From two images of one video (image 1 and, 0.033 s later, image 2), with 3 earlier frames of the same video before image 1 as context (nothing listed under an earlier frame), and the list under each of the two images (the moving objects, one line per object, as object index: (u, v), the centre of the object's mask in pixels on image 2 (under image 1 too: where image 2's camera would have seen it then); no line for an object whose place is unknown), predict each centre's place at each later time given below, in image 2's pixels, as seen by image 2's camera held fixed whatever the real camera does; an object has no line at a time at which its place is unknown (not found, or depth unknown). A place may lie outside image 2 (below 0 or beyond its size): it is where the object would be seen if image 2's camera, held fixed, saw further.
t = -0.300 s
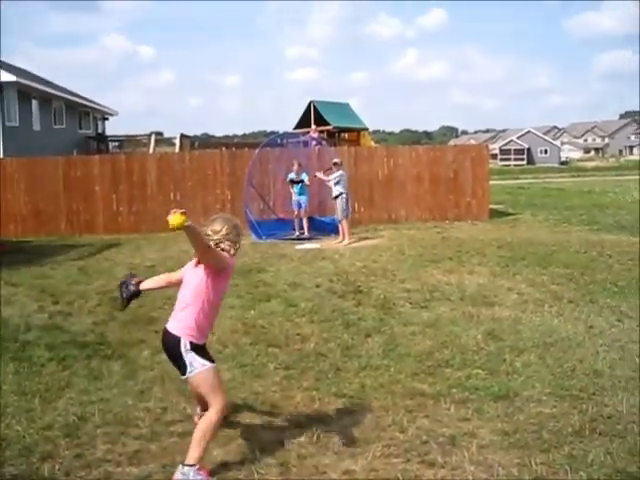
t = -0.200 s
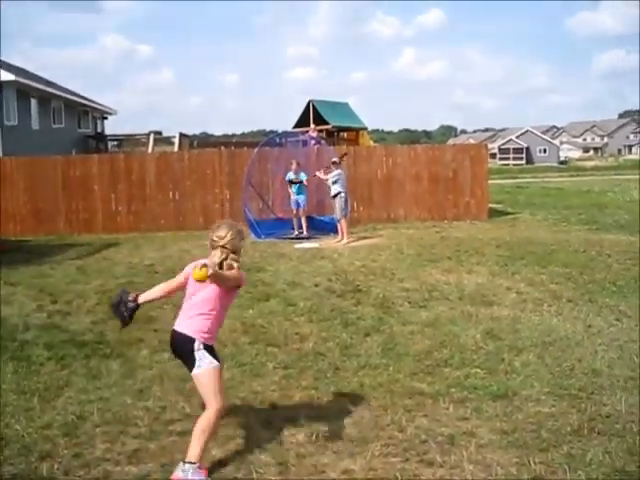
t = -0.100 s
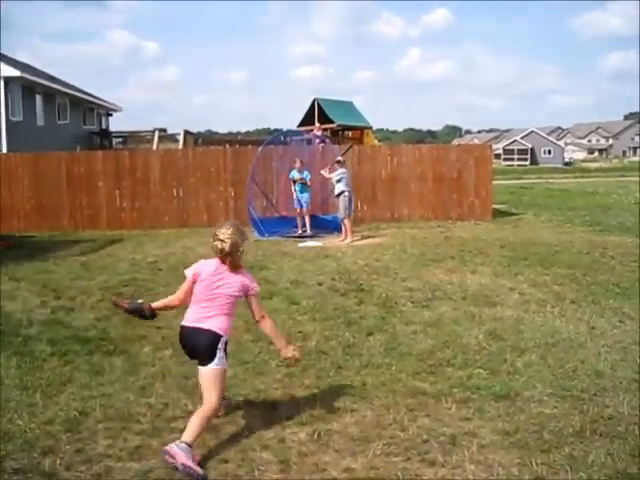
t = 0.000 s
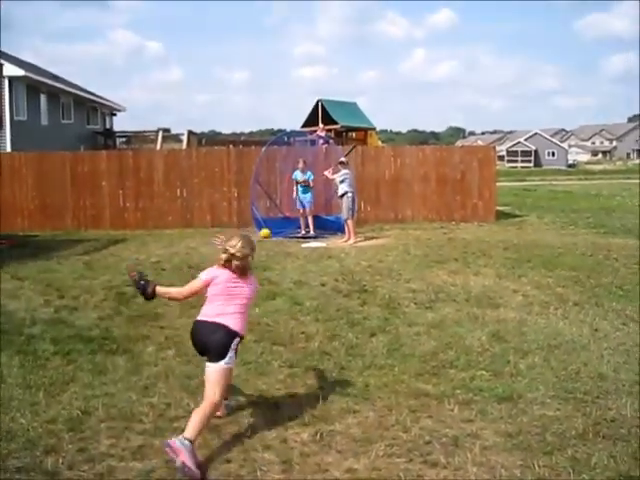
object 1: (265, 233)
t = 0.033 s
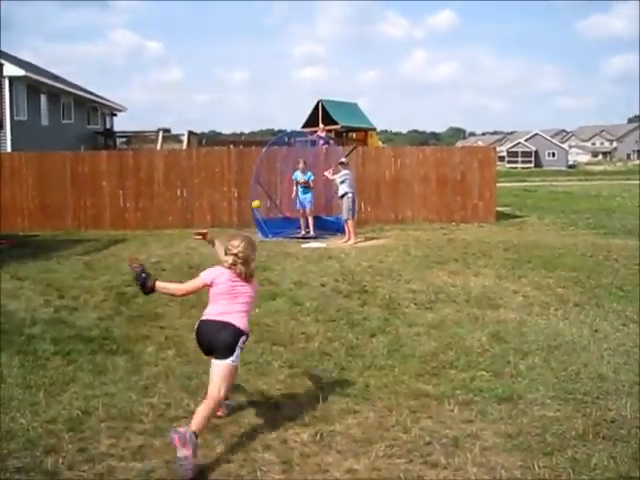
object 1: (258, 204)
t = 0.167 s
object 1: (233, 134)
